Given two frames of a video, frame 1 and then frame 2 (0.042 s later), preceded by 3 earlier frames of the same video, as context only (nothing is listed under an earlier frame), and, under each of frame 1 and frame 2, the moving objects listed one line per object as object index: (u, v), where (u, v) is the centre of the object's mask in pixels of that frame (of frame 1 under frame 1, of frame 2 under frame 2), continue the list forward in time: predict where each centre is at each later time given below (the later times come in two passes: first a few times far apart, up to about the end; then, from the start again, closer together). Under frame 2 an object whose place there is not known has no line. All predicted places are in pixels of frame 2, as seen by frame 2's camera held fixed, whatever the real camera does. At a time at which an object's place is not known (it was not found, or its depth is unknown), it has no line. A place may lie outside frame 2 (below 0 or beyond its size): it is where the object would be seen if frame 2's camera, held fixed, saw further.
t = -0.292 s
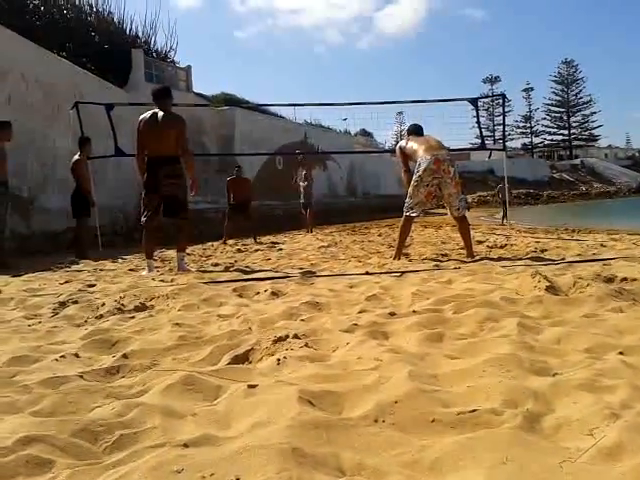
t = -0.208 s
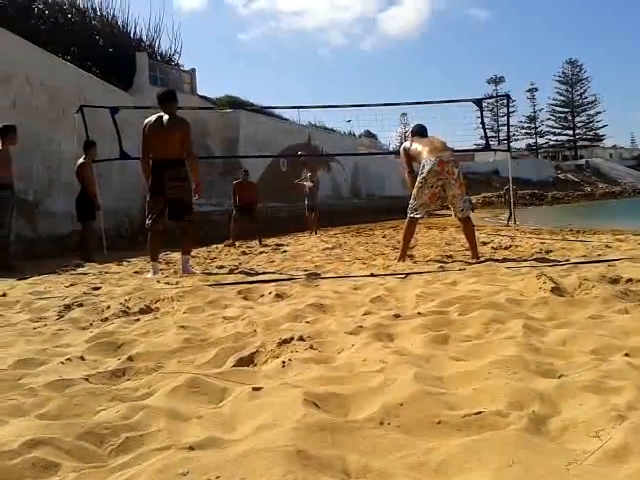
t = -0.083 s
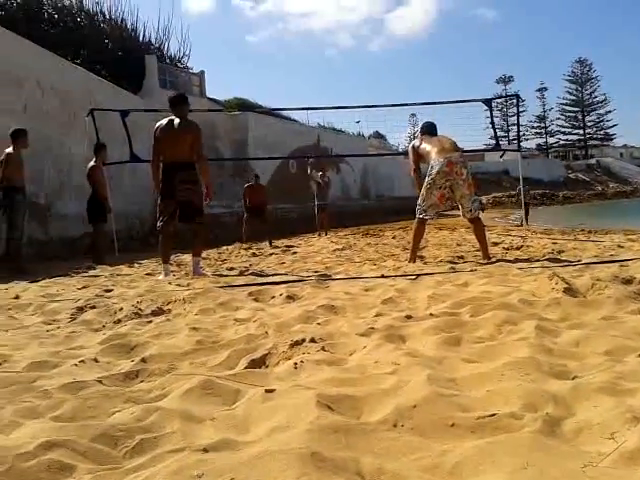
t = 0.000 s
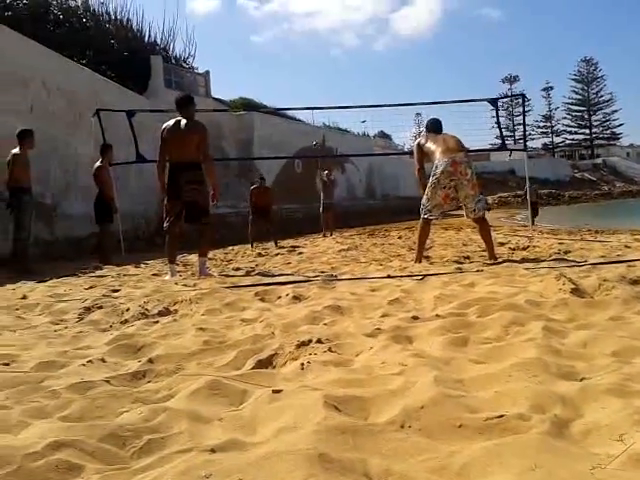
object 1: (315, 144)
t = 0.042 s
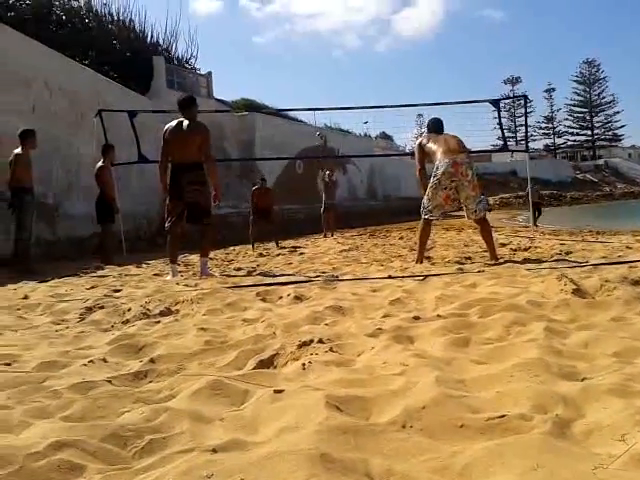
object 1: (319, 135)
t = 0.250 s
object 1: (328, 91)
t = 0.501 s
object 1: (344, 51)
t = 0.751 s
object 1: (363, 35)
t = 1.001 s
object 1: (389, 55)
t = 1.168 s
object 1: (412, 101)
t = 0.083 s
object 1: (322, 125)
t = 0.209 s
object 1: (326, 100)
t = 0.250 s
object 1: (328, 91)
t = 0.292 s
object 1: (331, 84)
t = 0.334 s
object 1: (333, 76)
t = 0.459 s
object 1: (341, 57)
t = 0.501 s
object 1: (344, 51)
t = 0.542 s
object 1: (346, 47)
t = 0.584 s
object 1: (350, 43)
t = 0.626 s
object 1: (353, 39)
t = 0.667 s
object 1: (356, 37)
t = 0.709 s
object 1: (359, 36)
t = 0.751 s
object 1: (363, 35)
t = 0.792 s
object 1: (367, 35)
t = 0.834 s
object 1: (371, 37)
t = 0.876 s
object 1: (375, 40)
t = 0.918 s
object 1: (380, 43)
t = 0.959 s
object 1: (384, 48)
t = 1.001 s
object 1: (389, 55)
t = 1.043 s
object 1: (395, 64)
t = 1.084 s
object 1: (400, 74)
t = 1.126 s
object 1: (406, 87)
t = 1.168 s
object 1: (412, 101)
